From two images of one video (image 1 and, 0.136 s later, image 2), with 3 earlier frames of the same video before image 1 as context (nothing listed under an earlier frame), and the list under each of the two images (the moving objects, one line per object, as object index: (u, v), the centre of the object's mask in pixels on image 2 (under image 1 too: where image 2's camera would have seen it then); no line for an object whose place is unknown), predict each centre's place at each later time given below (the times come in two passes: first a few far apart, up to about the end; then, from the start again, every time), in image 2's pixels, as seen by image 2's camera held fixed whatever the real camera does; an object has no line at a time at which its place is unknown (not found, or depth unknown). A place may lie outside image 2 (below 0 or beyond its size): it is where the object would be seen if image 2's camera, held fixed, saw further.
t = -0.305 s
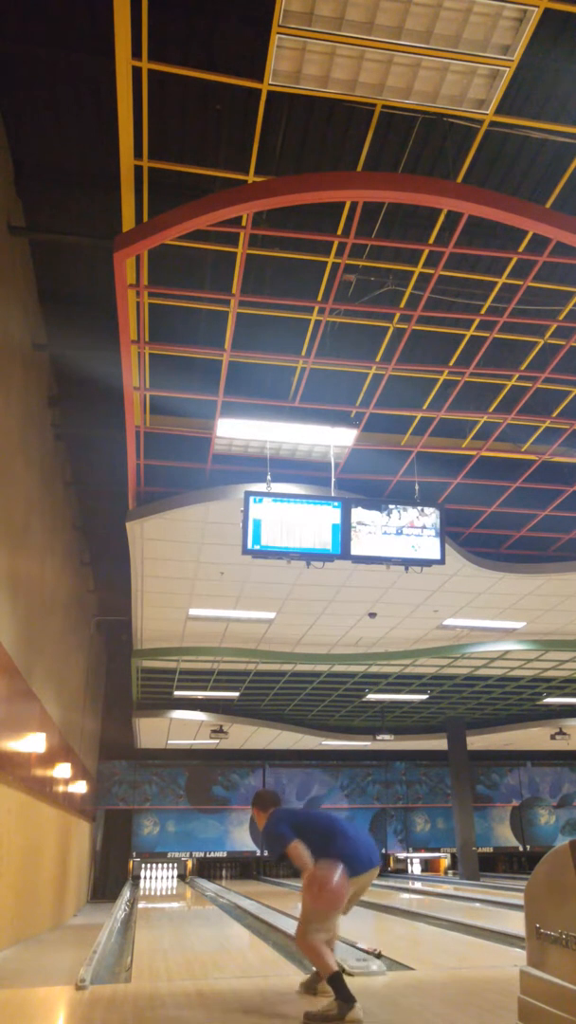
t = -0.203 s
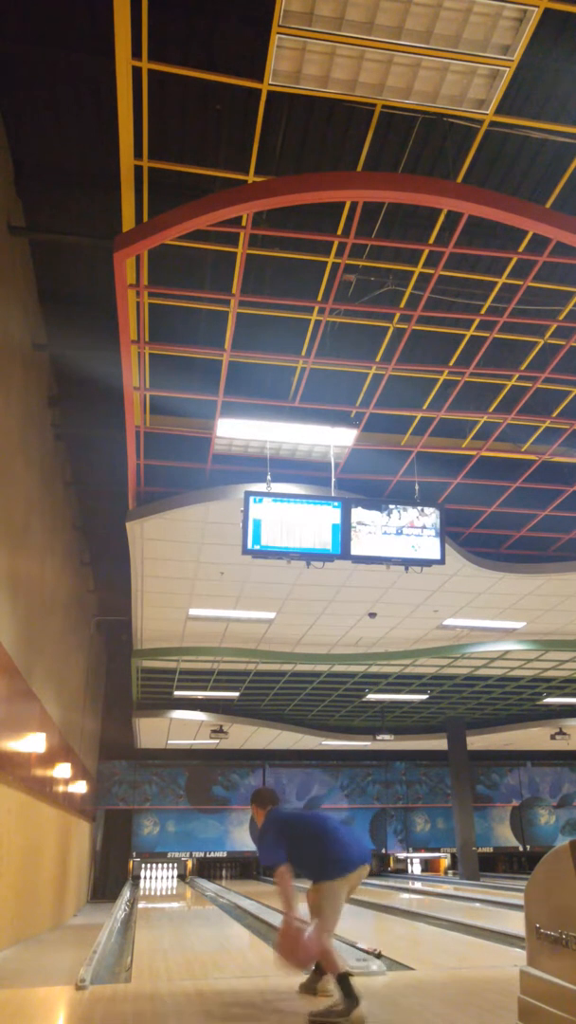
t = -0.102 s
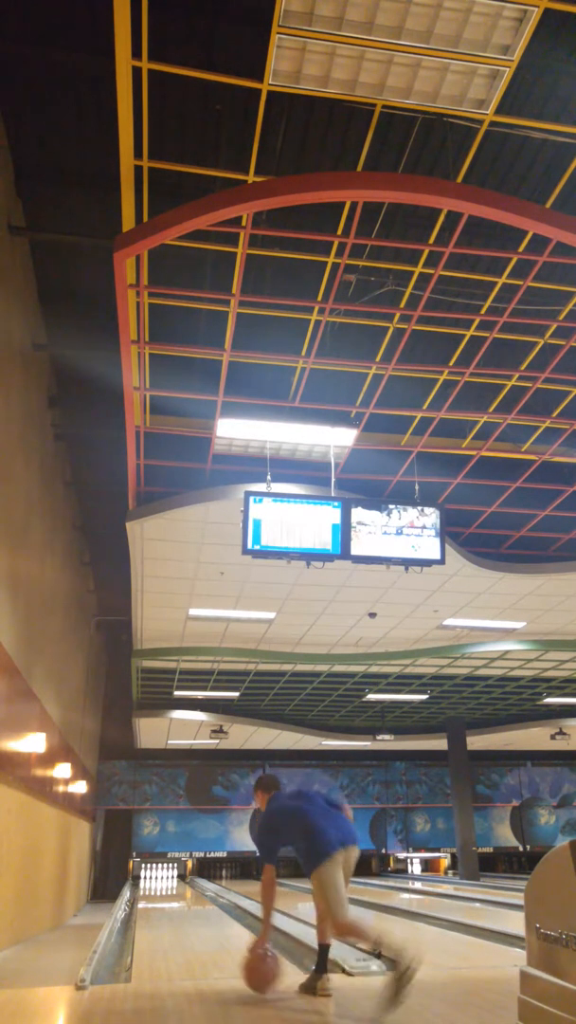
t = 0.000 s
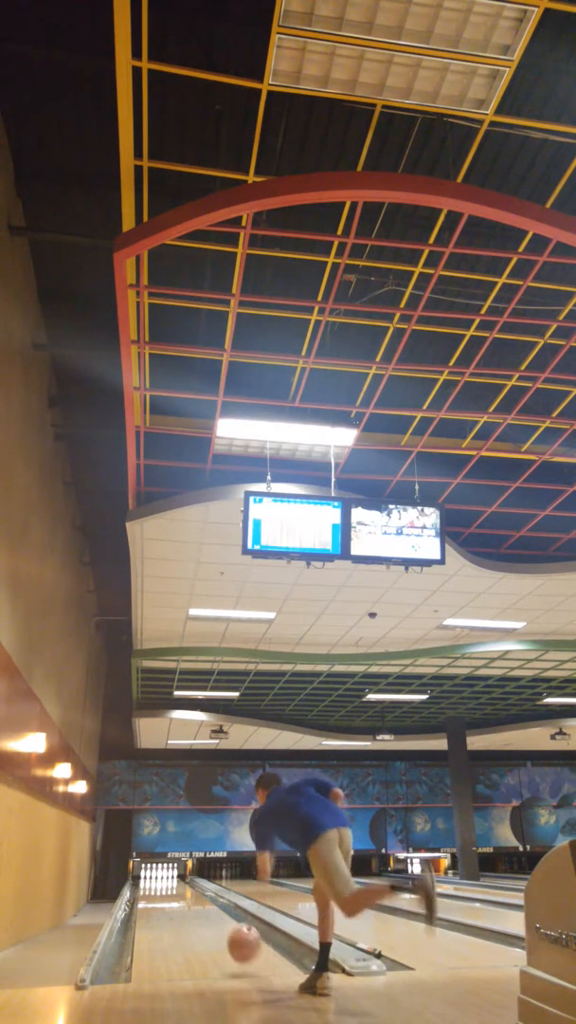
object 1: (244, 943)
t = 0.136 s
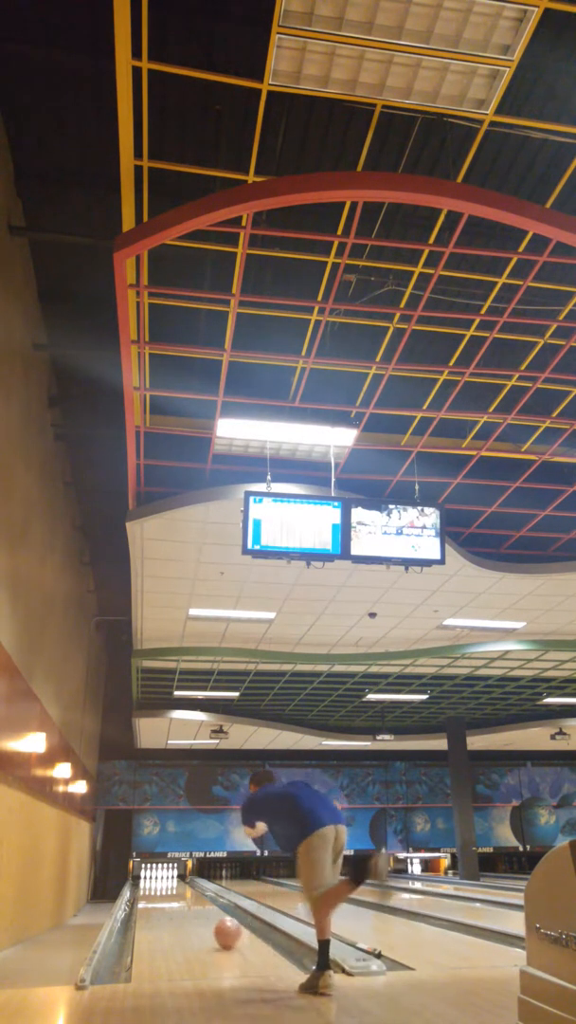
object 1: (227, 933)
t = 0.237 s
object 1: (221, 925)
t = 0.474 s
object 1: (209, 910)
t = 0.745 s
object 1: (201, 900)
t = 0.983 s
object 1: (196, 893)
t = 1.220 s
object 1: (193, 888)
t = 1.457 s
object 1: (190, 884)
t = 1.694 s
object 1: (189, 881)
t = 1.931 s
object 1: (190, 881)
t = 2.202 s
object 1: (187, 878)
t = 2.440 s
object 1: (185, 878)
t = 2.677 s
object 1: (181, 877)
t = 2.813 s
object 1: (182, 877)
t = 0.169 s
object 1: (225, 930)
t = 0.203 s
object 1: (223, 927)
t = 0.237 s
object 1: (221, 925)
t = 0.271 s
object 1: (218, 922)
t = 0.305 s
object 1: (217, 920)
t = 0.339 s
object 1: (215, 918)
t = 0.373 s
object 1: (213, 916)
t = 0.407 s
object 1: (212, 914)
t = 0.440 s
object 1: (210, 912)
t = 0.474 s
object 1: (209, 910)
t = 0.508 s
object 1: (207, 909)
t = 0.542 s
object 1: (206, 907)
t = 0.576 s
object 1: (205, 906)
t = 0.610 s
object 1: (204, 904)
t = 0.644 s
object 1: (204, 903)
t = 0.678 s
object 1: (202, 902)
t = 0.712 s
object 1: (201, 901)
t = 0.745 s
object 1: (201, 900)
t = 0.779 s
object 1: (200, 899)
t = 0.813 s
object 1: (199, 898)
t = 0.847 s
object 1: (199, 897)
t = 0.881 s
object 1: (198, 896)
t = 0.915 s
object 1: (197, 895)
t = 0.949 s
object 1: (197, 894)
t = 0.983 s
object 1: (196, 893)
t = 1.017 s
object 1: (195, 892)
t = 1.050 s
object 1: (195, 891)
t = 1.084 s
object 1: (195, 891)
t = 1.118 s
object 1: (194, 890)
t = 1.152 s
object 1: (194, 890)
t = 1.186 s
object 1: (193, 889)
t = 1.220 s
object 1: (193, 888)
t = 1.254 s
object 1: (192, 887)
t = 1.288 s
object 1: (192, 887)
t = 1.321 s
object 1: (192, 886)
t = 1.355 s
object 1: (192, 886)
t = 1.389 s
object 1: (191, 885)
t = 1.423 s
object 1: (190, 884)
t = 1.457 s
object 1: (190, 884)
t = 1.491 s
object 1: (190, 884)
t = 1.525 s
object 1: (190, 883)
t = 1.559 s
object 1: (190, 883)
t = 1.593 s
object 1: (190, 883)
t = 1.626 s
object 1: (189, 882)
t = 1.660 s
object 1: (189, 882)
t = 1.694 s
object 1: (189, 881)
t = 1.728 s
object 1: (189, 881)
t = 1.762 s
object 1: (189, 881)
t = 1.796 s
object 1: (189, 881)
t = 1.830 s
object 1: (189, 881)
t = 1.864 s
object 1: (189, 881)
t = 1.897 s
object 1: (189, 881)
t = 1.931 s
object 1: (190, 881)
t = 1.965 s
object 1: (190, 881)
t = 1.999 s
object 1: (189, 881)
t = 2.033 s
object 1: (189, 880)
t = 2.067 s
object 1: (188, 880)
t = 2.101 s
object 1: (188, 880)
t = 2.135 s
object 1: (188, 879)
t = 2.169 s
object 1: (188, 879)
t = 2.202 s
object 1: (187, 878)
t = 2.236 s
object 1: (187, 879)
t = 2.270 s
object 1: (186, 879)
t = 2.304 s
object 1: (186, 879)
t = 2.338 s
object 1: (186, 879)
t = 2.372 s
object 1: (186, 878)
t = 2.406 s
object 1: (185, 877)
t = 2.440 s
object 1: (185, 878)
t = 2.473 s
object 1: (184, 877)
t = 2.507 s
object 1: (183, 876)
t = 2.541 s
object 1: (182, 876)
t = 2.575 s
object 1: (182, 876)
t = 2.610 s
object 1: (182, 877)
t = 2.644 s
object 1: (182, 877)
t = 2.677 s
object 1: (181, 877)
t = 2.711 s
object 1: (181, 878)
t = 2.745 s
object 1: (182, 876)
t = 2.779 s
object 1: (182, 877)
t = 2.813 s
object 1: (182, 877)
